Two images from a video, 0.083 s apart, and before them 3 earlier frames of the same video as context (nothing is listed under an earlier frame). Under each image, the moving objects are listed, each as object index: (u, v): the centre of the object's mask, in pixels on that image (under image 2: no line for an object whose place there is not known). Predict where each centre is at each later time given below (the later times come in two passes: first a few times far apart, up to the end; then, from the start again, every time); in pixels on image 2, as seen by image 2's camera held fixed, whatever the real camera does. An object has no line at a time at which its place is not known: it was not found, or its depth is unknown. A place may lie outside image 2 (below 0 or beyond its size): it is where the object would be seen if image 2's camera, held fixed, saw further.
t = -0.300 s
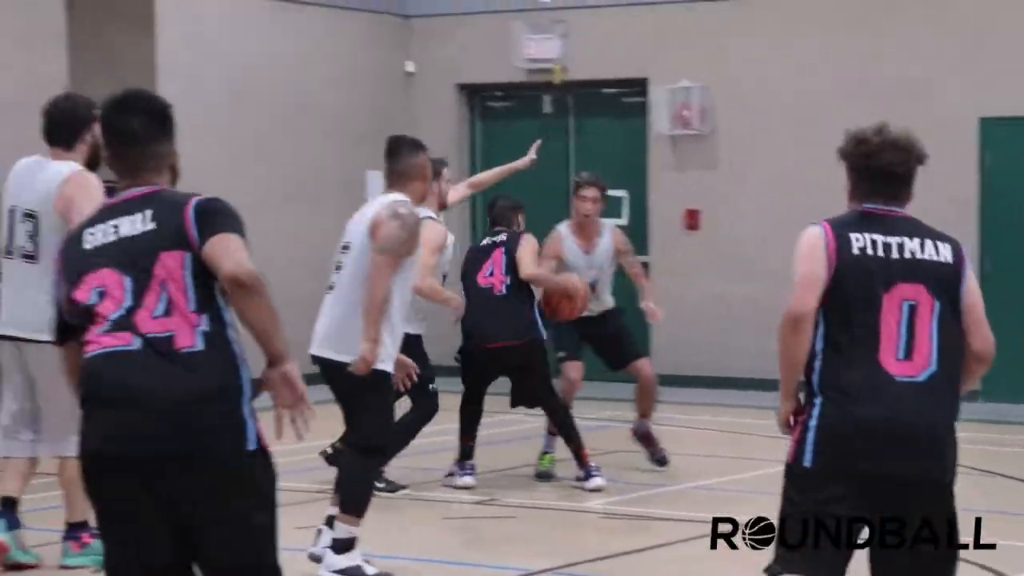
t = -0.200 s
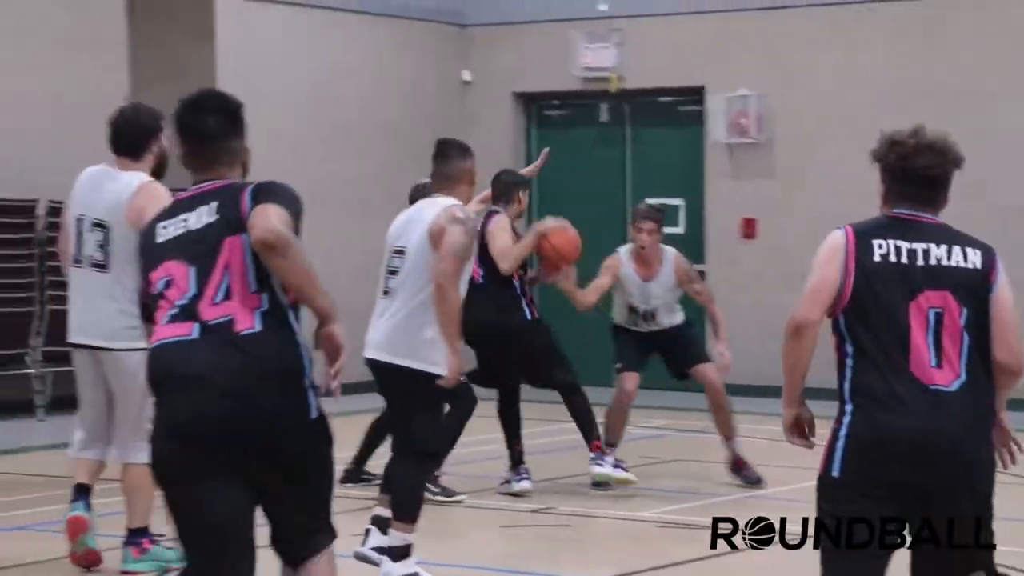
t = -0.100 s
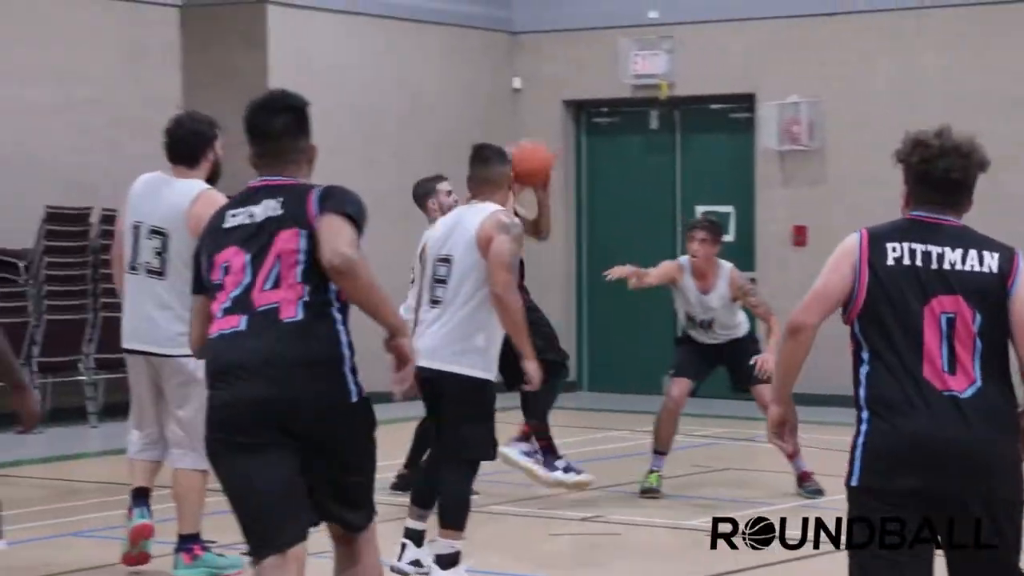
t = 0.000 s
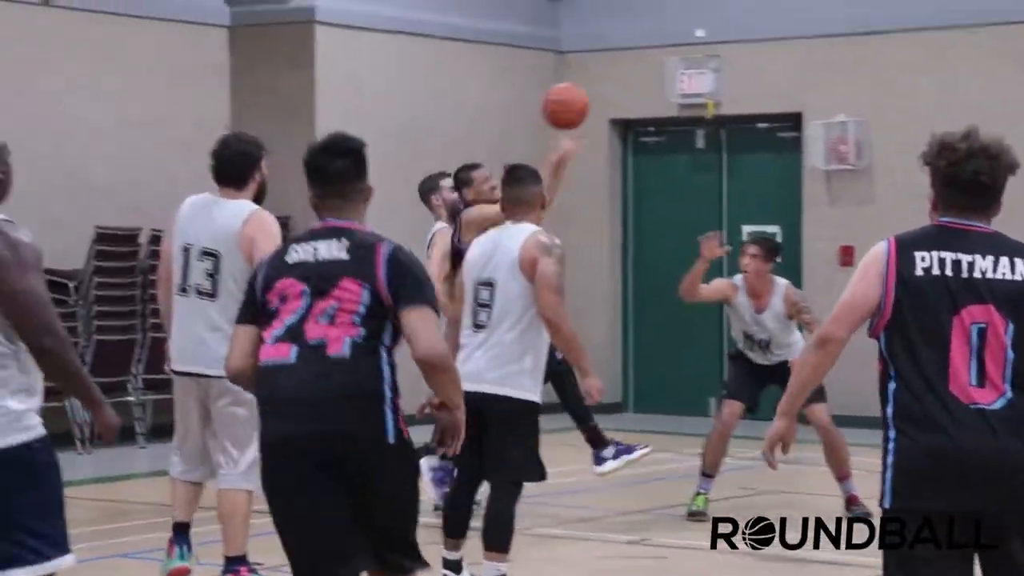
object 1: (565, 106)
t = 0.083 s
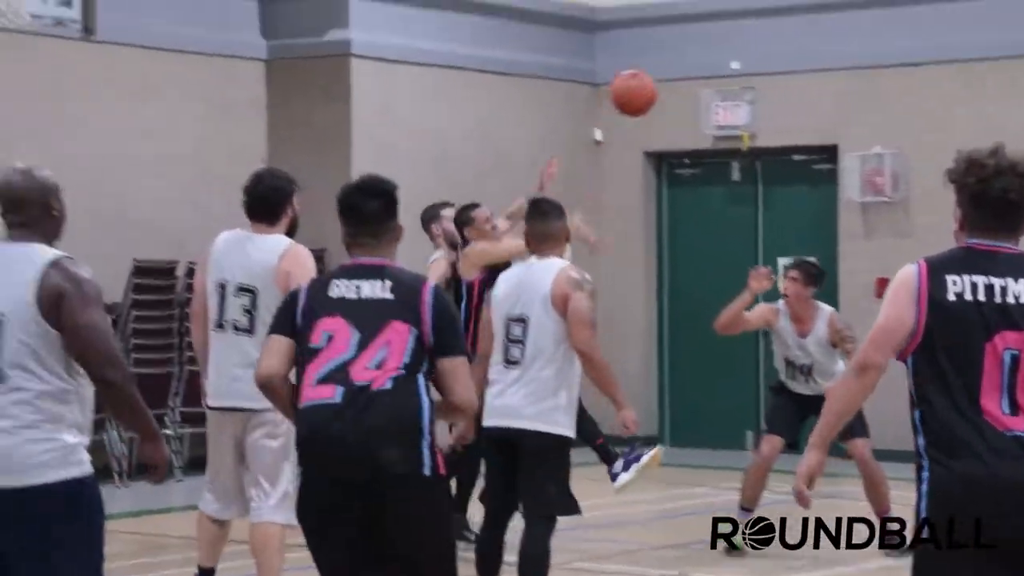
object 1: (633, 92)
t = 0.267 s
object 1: (707, 40)
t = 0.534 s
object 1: (809, 76)
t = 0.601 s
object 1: (829, 104)
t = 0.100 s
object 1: (640, 85)
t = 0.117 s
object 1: (647, 78)
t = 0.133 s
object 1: (653, 72)
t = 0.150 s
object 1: (660, 66)
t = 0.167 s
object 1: (667, 60)
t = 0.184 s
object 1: (674, 56)
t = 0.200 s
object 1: (680, 52)
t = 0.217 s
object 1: (687, 48)
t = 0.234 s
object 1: (693, 44)
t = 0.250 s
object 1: (700, 42)
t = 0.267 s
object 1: (707, 40)
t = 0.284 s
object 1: (714, 38)
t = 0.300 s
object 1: (721, 37)
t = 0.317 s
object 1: (728, 37)
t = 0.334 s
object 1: (735, 36)
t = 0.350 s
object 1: (741, 37)
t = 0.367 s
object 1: (747, 38)
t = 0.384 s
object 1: (754, 40)
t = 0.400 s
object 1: (760, 42)
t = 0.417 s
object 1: (766, 45)
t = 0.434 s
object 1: (773, 47)
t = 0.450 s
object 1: (779, 51)
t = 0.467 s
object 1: (785, 55)
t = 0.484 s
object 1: (791, 59)
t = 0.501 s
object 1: (797, 64)
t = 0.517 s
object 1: (803, 70)
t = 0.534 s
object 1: (809, 76)
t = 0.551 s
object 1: (813, 82)
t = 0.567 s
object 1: (819, 89)
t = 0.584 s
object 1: (824, 97)
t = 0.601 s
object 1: (829, 104)
